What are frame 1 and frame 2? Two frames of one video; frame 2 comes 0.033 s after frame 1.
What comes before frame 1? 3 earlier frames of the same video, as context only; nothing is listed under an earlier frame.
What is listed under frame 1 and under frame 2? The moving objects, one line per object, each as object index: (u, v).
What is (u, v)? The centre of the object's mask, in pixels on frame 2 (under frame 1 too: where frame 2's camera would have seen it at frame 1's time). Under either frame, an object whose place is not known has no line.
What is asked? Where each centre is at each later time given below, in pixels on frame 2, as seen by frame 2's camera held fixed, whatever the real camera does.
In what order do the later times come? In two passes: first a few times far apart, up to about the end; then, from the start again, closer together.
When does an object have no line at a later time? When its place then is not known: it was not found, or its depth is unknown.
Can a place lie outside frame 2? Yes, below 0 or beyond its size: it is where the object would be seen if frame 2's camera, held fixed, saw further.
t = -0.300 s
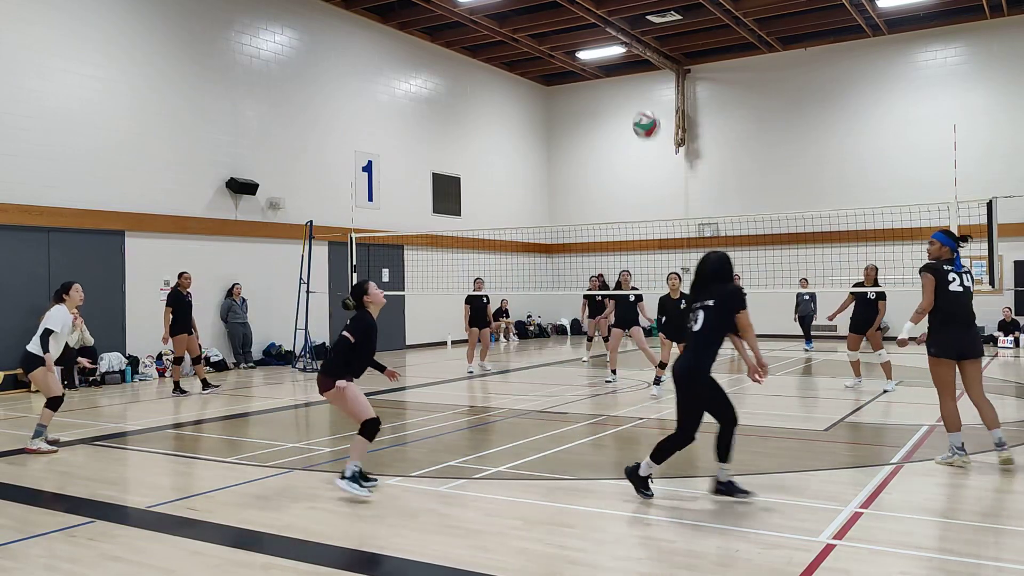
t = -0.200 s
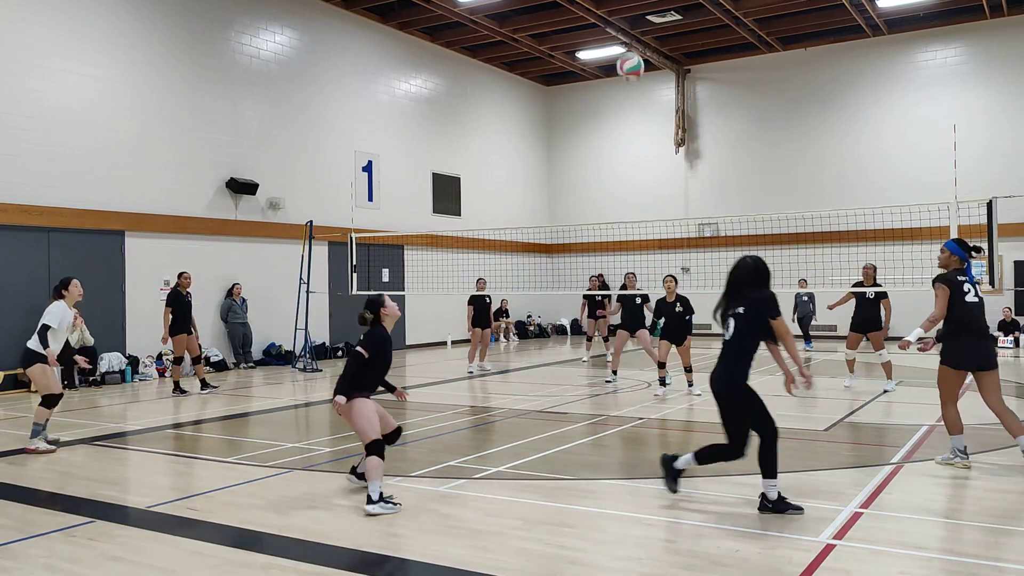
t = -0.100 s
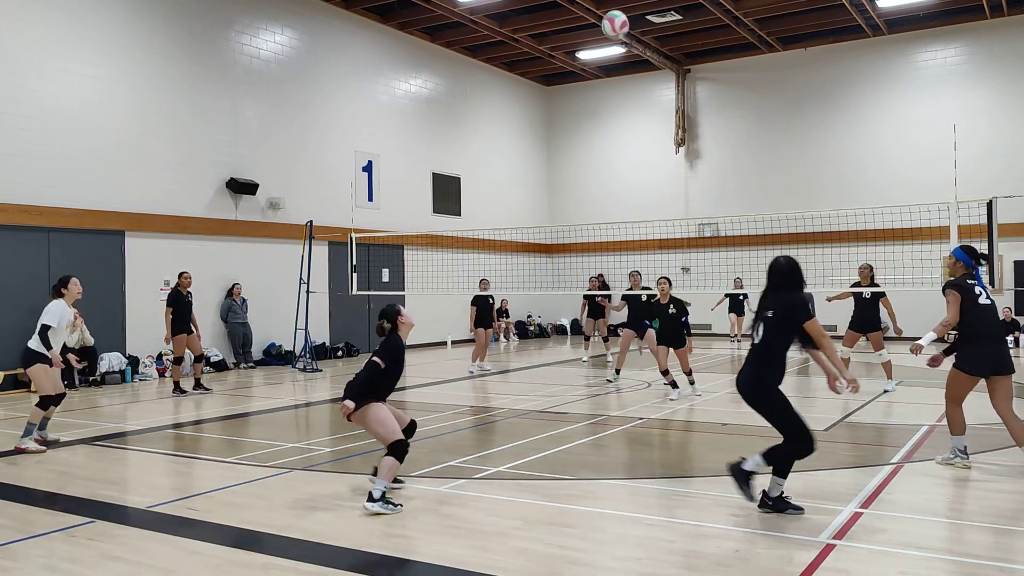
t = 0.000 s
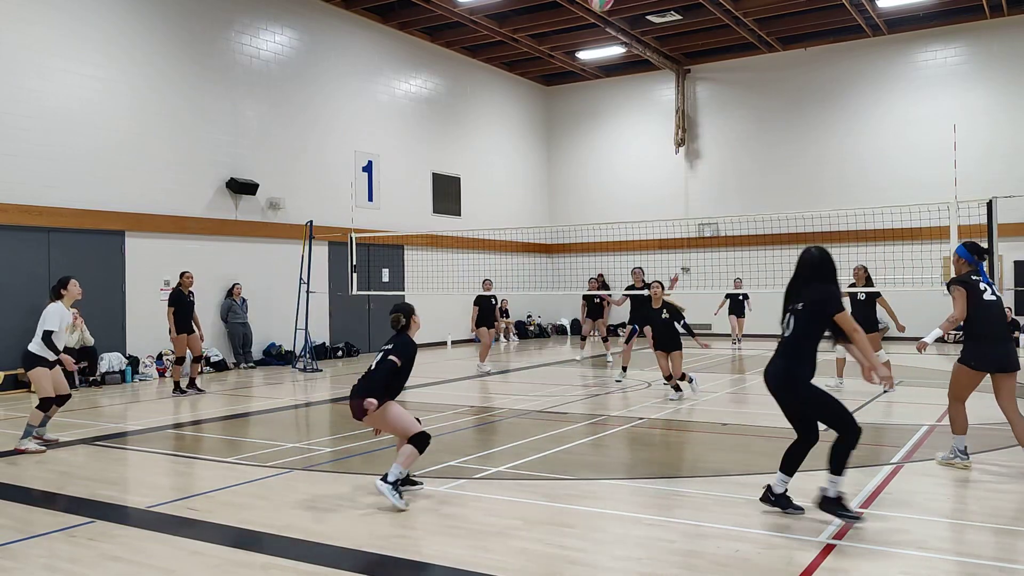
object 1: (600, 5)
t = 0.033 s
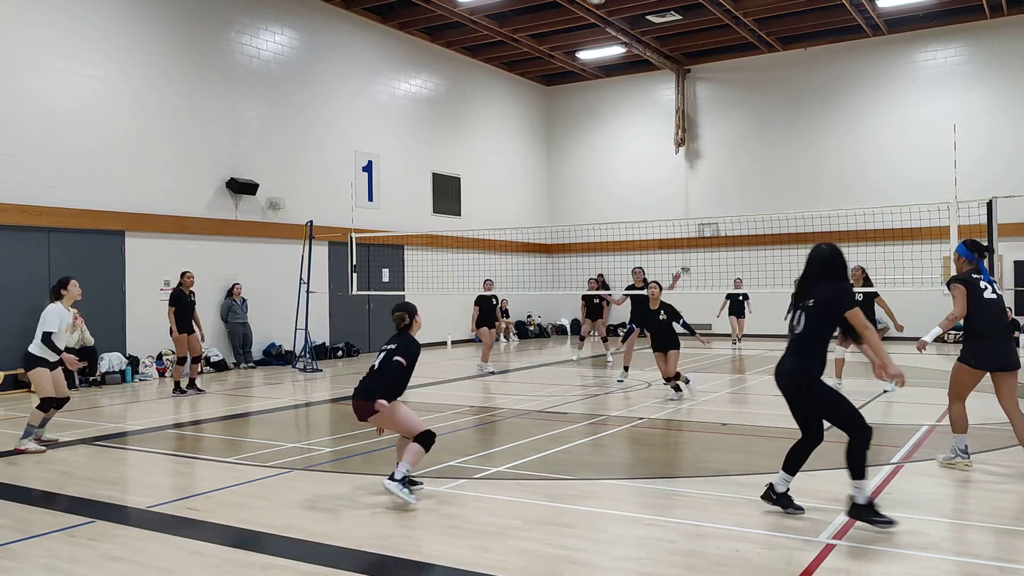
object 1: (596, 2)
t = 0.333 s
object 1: (558, 2)
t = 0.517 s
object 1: (539, 37)
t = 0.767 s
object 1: (515, 147)
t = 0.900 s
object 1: (505, 222)
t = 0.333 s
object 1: (558, 2)
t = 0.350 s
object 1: (556, 3)
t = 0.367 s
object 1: (555, 4)
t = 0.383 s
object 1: (553, 6)
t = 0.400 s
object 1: (551, 7)
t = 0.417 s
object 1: (549, 10)
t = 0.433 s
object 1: (547, 12)
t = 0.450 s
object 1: (546, 17)
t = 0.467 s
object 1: (544, 21)
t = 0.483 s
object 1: (542, 26)
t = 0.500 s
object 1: (540, 31)
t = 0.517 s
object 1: (539, 37)
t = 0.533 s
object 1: (537, 42)
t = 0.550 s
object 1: (535, 49)
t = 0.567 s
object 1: (534, 55)
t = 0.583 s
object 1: (532, 61)
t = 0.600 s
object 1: (530, 68)
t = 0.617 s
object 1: (529, 74)
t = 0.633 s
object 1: (527, 81)
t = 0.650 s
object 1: (526, 88)
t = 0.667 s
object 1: (524, 96)
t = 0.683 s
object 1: (523, 104)
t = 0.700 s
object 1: (521, 112)
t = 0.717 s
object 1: (520, 120)
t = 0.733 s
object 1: (518, 129)
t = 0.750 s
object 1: (517, 137)
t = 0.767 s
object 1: (515, 147)
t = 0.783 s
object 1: (514, 156)
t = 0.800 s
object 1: (513, 164)
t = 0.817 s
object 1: (511, 174)
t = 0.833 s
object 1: (510, 183)
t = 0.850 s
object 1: (509, 193)
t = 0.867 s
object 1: (508, 202)
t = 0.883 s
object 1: (506, 213)
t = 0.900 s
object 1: (505, 222)
